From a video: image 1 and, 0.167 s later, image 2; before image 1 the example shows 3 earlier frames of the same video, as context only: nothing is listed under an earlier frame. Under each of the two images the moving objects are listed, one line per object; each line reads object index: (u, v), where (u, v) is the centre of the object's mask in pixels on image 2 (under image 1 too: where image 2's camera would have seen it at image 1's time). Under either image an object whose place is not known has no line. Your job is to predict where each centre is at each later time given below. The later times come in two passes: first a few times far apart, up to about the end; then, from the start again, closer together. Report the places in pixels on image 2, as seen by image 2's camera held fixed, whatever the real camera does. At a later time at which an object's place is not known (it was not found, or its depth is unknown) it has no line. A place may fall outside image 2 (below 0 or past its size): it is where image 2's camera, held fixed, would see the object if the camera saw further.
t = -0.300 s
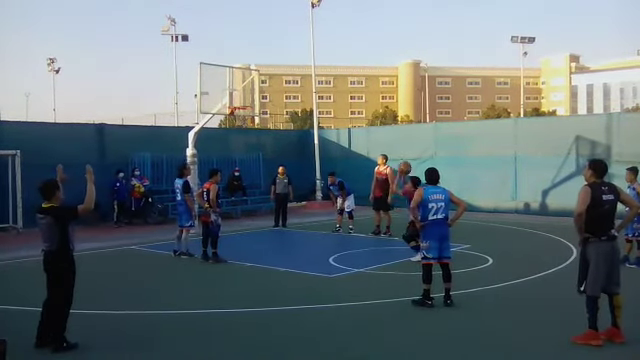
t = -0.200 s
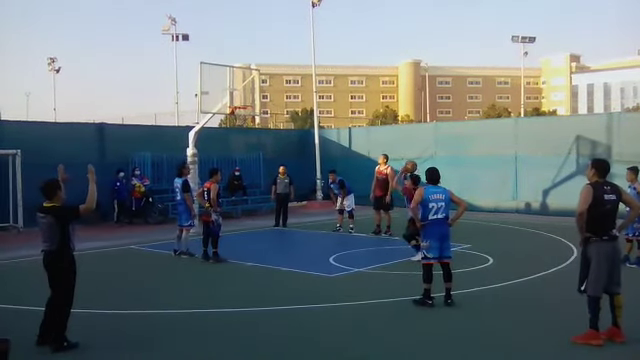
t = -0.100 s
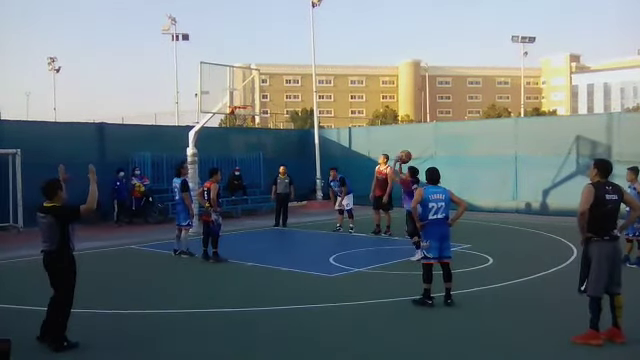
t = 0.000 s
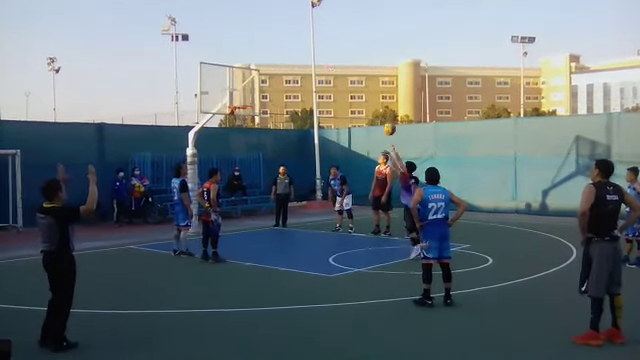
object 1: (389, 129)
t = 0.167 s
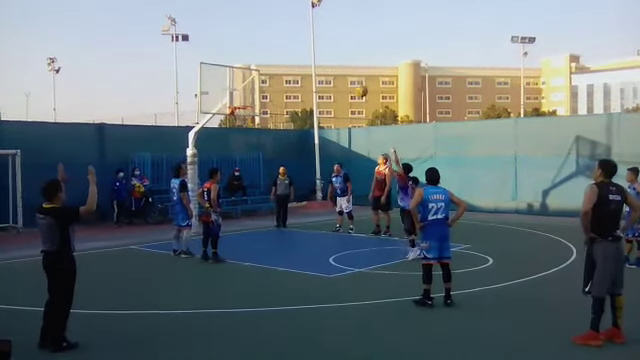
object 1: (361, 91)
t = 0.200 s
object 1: (357, 85)
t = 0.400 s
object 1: (325, 64)
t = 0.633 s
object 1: (292, 63)
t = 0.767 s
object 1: (275, 74)
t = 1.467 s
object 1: (278, 115)
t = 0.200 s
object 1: (357, 85)
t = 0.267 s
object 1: (345, 76)
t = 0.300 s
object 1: (340, 72)
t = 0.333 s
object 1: (335, 69)
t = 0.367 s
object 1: (329, 66)
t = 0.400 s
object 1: (325, 64)
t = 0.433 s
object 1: (320, 62)
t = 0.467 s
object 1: (316, 61)
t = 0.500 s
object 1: (311, 60)
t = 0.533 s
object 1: (306, 60)
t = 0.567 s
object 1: (301, 61)
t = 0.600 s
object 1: (297, 62)
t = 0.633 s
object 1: (292, 63)
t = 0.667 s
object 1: (288, 65)
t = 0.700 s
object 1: (284, 67)
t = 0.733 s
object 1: (280, 70)
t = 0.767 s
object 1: (275, 74)
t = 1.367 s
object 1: (274, 104)
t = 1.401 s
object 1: (275, 107)
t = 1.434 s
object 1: (277, 110)
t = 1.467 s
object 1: (278, 115)
